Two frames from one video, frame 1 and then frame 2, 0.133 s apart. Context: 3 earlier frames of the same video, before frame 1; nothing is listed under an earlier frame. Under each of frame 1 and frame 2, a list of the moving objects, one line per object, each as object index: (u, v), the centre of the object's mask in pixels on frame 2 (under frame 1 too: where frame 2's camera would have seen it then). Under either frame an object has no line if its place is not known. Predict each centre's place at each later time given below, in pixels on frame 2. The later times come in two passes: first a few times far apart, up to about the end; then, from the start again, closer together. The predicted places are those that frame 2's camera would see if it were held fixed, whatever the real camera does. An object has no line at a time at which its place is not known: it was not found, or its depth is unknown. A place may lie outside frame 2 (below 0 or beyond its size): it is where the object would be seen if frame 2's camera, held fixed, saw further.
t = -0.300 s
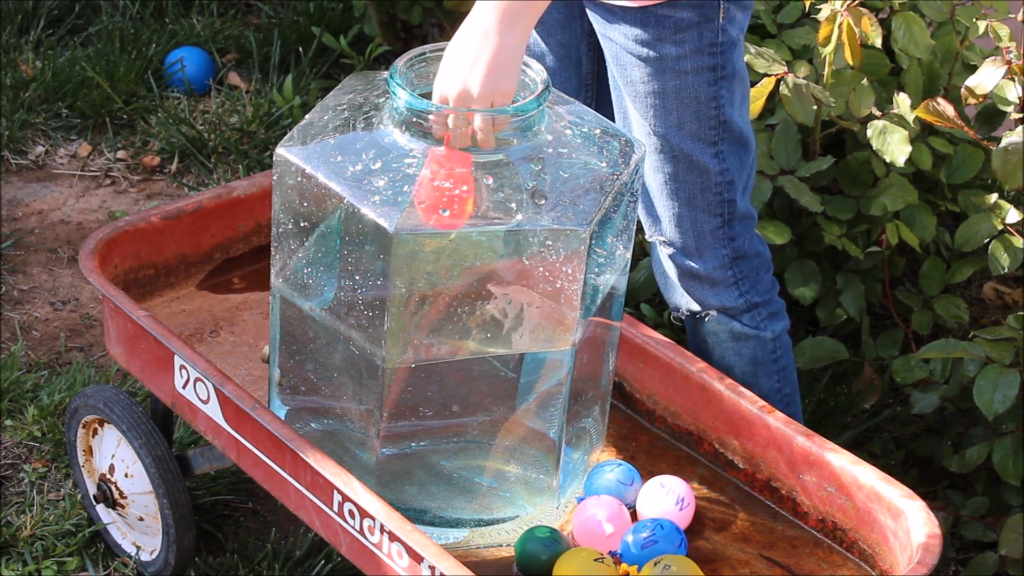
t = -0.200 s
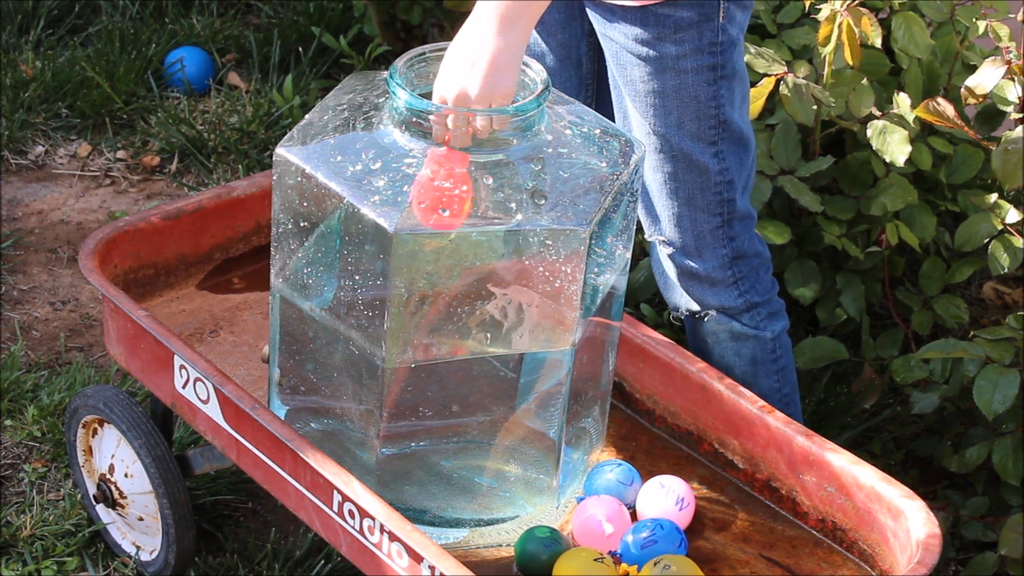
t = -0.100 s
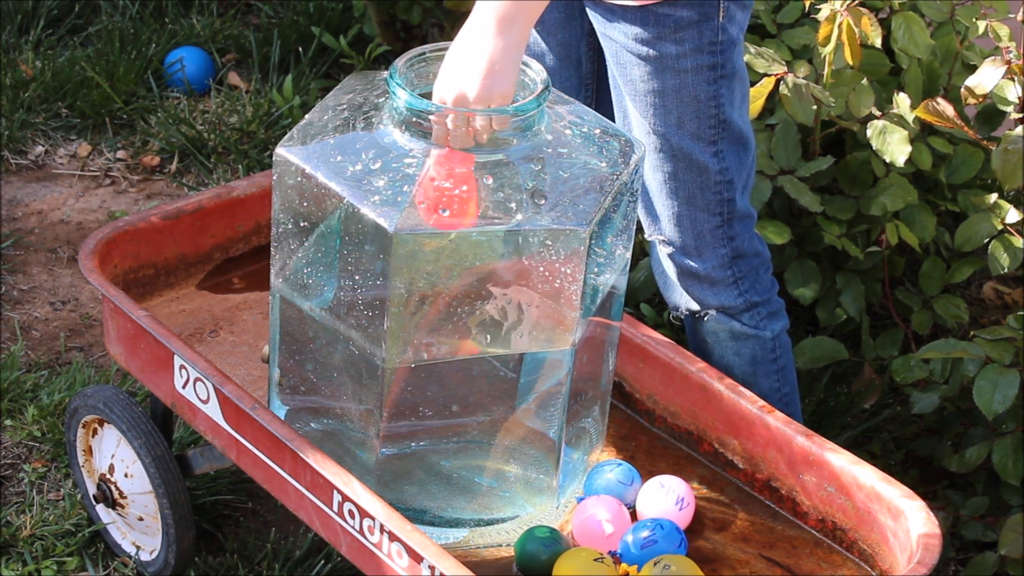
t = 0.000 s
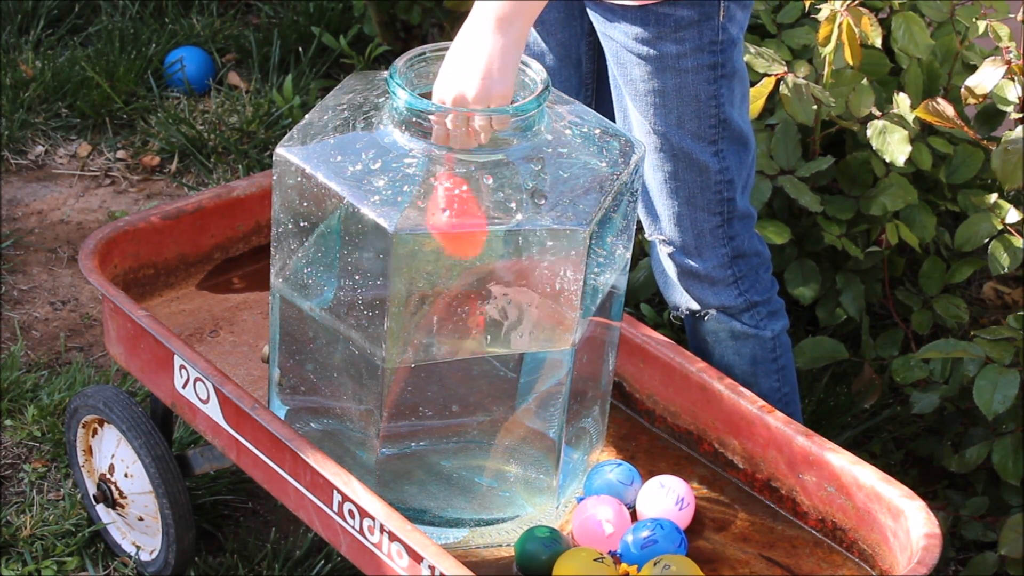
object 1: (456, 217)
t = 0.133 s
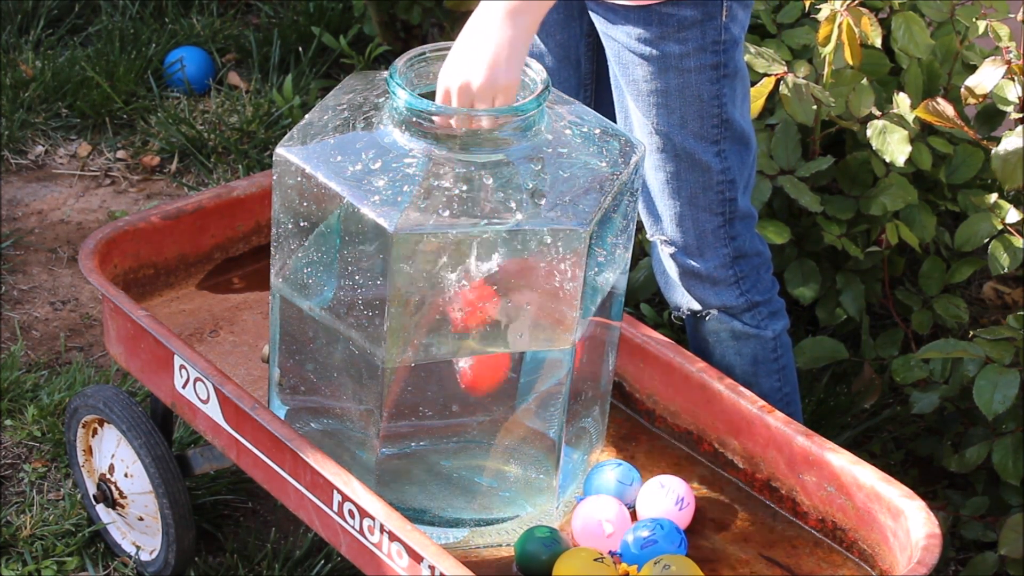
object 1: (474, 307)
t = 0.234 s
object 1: (485, 327)
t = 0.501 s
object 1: (507, 332)
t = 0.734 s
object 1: (531, 326)
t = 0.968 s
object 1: (521, 295)
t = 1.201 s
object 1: (512, 269)
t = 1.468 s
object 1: (496, 297)
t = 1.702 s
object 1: (480, 294)
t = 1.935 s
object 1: (473, 288)
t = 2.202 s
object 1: (464, 294)
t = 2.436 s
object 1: (457, 294)
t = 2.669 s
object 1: (453, 298)
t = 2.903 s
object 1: (447, 299)
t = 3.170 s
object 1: (439, 301)
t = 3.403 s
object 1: (434, 304)
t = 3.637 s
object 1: (430, 304)
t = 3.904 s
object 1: (426, 307)
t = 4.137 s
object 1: (420, 308)
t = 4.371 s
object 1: (416, 310)
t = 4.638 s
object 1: (413, 310)
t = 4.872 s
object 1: (410, 313)
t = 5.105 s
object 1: (406, 314)
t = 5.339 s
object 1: (402, 315)
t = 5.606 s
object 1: (397, 317)
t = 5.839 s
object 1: (393, 320)
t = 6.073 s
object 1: (391, 320)
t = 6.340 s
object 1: (386, 322)
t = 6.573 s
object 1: (383, 323)
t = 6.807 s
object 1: (381, 324)
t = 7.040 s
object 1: (377, 326)
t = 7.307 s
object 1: (375, 327)
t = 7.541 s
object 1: (373, 328)
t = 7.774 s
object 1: (371, 329)
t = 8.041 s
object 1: (370, 330)
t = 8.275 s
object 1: (368, 330)
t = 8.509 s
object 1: (368, 331)
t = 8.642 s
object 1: (367, 331)
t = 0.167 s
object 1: (476, 315)
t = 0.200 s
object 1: (480, 322)
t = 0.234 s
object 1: (485, 327)
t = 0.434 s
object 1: (505, 314)
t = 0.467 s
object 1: (508, 322)
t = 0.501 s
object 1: (507, 332)
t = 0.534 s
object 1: (514, 329)
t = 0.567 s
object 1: (518, 332)
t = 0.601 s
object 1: (522, 331)
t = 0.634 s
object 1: (523, 325)
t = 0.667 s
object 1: (527, 326)
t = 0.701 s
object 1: (528, 326)
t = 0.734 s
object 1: (531, 326)
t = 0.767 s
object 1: (528, 320)
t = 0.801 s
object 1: (525, 314)
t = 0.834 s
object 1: (525, 311)
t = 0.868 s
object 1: (527, 309)
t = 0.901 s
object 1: (527, 307)
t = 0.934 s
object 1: (523, 299)
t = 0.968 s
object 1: (521, 295)
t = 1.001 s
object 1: (520, 291)
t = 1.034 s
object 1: (520, 286)
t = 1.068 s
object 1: (518, 281)
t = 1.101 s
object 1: (516, 276)
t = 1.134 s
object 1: (513, 272)
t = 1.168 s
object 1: (512, 271)
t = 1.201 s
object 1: (512, 269)
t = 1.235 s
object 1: (510, 272)
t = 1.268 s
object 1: (507, 278)
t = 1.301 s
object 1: (506, 281)
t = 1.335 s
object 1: (505, 284)
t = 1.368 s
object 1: (504, 287)
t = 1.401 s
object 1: (501, 292)
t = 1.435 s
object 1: (498, 295)
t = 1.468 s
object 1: (496, 297)
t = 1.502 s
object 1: (494, 296)
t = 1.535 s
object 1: (491, 297)
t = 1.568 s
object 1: (490, 298)
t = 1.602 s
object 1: (490, 298)
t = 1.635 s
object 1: (489, 298)
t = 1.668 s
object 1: (481, 293)
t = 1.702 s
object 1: (480, 294)
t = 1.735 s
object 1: (480, 292)
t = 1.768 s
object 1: (478, 287)
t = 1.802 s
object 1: (478, 285)
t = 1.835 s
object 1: (477, 284)
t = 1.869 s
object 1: (476, 285)
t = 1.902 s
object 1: (476, 285)
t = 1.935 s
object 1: (473, 288)
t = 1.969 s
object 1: (471, 291)
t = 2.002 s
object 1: (470, 293)
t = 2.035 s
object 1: (470, 294)
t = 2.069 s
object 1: (469, 295)
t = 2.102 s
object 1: (468, 295)
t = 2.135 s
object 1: (467, 295)
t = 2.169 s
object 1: (465, 295)
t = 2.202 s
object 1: (464, 294)
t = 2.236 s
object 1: (464, 292)
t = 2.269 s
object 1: (463, 291)
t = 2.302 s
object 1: (462, 290)
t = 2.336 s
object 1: (460, 289)
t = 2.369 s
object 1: (459, 290)
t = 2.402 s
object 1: (458, 292)
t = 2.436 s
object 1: (457, 294)
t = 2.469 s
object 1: (456, 296)
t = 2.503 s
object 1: (455, 298)
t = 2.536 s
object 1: (455, 299)
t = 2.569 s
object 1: (454, 299)
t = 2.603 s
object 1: (454, 299)
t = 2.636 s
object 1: (453, 298)
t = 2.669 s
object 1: (453, 298)
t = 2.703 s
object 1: (451, 297)
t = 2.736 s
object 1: (450, 297)
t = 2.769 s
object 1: (450, 296)
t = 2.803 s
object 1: (450, 297)
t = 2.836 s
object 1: (449, 297)
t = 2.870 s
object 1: (448, 298)
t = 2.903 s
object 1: (447, 299)
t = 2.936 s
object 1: (446, 300)
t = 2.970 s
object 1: (444, 301)
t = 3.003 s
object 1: (443, 302)
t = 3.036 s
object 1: (443, 301)
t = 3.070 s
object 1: (442, 301)
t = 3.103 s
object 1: (441, 301)
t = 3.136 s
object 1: (440, 301)
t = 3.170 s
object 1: (439, 301)
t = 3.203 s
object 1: (440, 301)
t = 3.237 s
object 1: (439, 301)
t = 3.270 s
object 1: (439, 301)
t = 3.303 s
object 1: (438, 302)
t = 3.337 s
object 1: (436, 303)
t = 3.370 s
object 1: (434, 304)
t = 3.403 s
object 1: (434, 304)
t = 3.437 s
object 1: (433, 303)
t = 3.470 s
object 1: (433, 303)
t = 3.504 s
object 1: (433, 303)
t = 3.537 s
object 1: (433, 303)
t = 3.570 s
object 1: (432, 303)
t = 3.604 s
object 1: (431, 303)
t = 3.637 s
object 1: (430, 304)
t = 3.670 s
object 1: (429, 304)
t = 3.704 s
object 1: (429, 305)
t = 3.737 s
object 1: (428, 305)
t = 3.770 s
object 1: (427, 306)
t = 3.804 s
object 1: (427, 306)
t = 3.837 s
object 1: (426, 307)
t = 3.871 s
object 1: (426, 307)
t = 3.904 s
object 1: (426, 307)
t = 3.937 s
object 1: (425, 307)
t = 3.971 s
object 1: (424, 308)
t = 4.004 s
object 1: (423, 308)
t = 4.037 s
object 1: (422, 307)
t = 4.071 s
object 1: (421, 307)
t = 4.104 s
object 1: (421, 307)
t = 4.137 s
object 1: (420, 308)
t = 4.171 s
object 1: (420, 308)
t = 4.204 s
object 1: (420, 308)
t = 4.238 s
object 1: (420, 309)
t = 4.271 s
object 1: (419, 309)
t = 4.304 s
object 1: (418, 309)
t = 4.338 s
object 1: (416, 310)
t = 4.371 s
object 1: (416, 310)
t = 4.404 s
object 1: (415, 310)
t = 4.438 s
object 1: (415, 310)
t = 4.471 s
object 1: (415, 310)
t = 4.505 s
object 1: (415, 310)
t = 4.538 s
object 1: (415, 310)
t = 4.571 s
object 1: (415, 310)
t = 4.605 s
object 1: (414, 310)
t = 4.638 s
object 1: (413, 310)
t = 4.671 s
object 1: (412, 311)
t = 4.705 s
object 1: (412, 311)
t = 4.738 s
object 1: (411, 312)
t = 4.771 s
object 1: (411, 312)
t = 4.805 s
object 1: (410, 313)
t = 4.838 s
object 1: (410, 313)
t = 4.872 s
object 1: (410, 313)
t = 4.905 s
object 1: (410, 313)
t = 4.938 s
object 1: (409, 313)
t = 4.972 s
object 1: (409, 313)
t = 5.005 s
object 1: (408, 313)
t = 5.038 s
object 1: (408, 313)
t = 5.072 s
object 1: (407, 313)
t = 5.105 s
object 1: (406, 314)
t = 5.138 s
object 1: (405, 314)
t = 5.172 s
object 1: (404, 315)
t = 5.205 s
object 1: (404, 315)
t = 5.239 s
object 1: (403, 315)
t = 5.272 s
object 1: (402, 315)
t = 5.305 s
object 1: (402, 316)
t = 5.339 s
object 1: (402, 315)
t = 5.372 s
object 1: (402, 316)
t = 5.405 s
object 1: (401, 316)
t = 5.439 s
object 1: (400, 316)
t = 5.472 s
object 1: (399, 316)
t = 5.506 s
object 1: (398, 317)
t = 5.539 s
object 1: (398, 317)
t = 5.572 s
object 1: (397, 317)
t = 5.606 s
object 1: (397, 317)
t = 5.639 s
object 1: (397, 317)
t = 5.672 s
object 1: (396, 317)
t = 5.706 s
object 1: (396, 318)
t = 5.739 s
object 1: (396, 318)
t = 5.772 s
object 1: (395, 319)
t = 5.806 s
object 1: (394, 319)
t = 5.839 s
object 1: (393, 320)
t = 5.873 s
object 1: (393, 320)
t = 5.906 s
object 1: (392, 320)
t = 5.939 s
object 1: (392, 320)
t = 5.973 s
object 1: (391, 320)
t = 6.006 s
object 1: (391, 320)
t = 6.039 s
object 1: (391, 320)
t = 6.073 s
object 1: (391, 320)
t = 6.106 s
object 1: (390, 320)
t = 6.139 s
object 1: (390, 321)
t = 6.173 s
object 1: (389, 321)
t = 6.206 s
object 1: (388, 321)
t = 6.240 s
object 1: (387, 322)
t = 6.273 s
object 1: (387, 322)
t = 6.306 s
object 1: (386, 322)
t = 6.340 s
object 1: (386, 322)
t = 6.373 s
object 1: (386, 322)
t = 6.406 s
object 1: (385, 322)
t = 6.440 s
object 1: (385, 323)
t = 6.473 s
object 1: (384, 323)
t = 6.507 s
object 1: (384, 323)
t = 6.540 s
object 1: (383, 323)
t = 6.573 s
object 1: (383, 323)
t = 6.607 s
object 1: (382, 323)
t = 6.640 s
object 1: (382, 323)
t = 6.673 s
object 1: (382, 324)
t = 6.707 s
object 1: (381, 324)
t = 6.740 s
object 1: (381, 324)
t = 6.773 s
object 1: (381, 324)
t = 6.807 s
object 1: (381, 324)
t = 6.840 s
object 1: (380, 325)
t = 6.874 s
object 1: (380, 325)
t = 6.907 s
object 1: (379, 325)
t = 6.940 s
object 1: (379, 325)
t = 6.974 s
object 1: (378, 325)
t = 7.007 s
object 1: (378, 325)
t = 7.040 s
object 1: (377, 326)
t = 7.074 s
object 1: (377, 326)
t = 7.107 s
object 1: (377, 326)
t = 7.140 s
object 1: (376, 326)
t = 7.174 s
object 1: (376, 326)
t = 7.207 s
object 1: (376, 327)
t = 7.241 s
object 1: (376, 327)
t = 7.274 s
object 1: (375, 327)
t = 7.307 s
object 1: (375, 327)
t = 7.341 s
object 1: (375, 327)
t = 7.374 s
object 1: (374, 327)
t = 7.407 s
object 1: (374, 327)
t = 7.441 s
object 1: (373, 327)
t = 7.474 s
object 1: (373, 327)
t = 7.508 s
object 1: (373, 328)
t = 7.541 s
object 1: (373, 328)
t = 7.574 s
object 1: (373, 328)
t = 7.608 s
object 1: (373, 328)
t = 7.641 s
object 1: (372, 328)
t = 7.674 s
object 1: (372, 328)
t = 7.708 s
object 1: (372, 328)
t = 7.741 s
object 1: (372, 328)
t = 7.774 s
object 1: (371, 329)
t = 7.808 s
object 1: (371, 329)
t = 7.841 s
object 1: (371, 329)
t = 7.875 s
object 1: (370, 329)
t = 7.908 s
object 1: (370, 329)
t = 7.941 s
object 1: (370, 329)
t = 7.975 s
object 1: (370, 329)
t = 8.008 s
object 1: (370, 329)
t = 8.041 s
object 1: (370, 330)
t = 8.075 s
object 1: (370, 330)
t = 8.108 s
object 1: (369, 330)
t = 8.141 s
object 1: (369, 330)
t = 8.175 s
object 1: (369, 330)
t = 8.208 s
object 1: (369, 330)
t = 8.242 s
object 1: (369, 330)
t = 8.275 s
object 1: (368, 330)
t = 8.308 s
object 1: (368, 330)
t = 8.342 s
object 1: (368, 330)
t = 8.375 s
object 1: (368, 330)
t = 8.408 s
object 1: (368, 330)
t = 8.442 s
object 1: (368, 330)
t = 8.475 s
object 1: (368, 330)
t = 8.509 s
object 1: (368, 331)
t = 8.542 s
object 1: (367, 331)
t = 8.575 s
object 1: (367, 331)
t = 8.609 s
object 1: (367, 331)
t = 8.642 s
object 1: (367, 331)
